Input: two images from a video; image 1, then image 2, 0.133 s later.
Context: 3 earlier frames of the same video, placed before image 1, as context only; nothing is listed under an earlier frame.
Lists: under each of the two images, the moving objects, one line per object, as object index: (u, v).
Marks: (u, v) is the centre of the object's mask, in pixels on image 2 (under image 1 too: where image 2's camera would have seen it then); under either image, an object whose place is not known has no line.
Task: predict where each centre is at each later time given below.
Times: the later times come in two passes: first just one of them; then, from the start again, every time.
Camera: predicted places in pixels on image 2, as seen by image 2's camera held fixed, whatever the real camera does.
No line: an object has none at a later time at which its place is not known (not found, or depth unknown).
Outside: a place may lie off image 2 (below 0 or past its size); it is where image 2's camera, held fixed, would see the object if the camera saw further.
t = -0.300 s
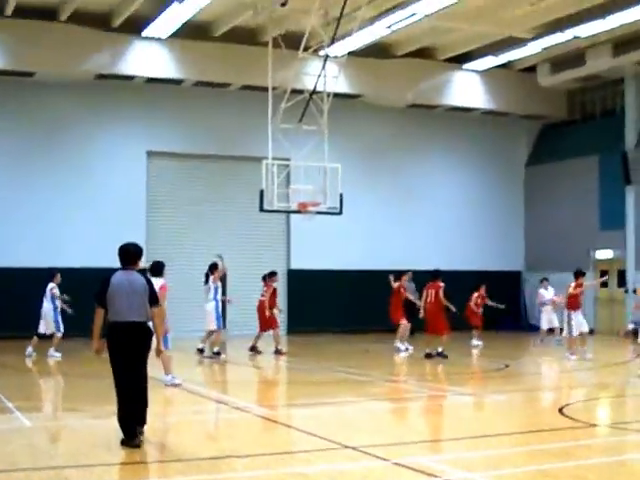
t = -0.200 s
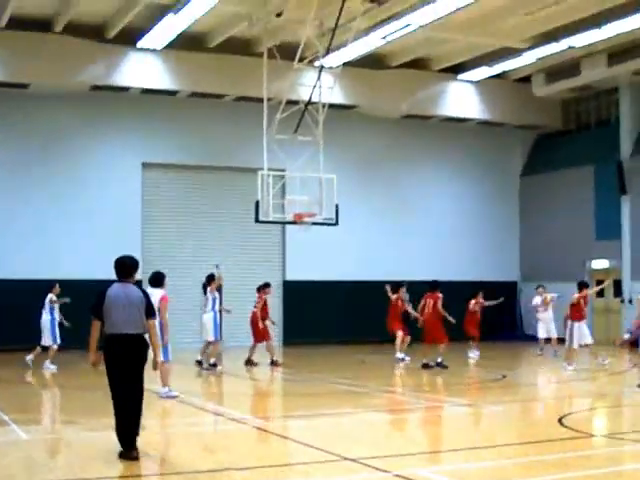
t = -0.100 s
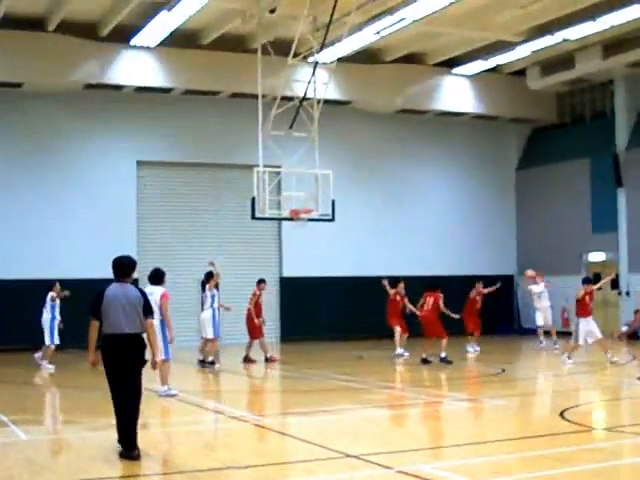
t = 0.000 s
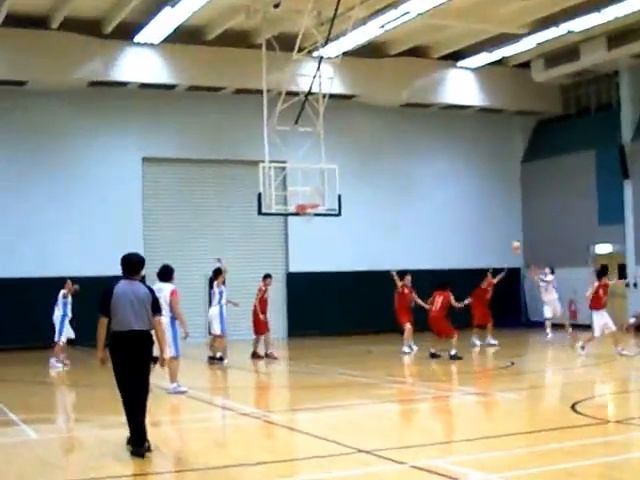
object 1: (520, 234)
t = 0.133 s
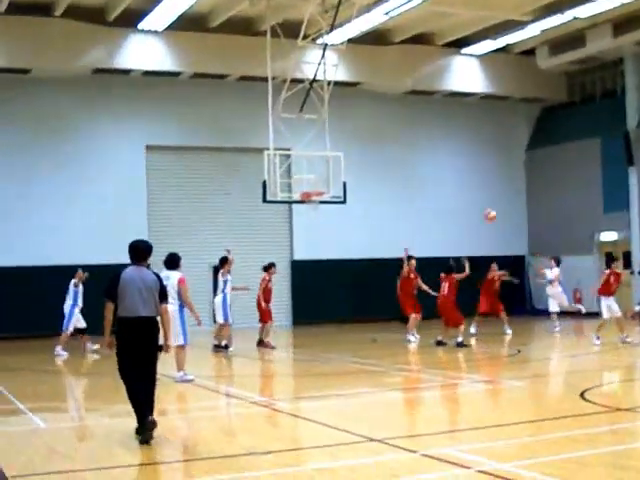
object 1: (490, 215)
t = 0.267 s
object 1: (458, 203)
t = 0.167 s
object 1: (482, 211)
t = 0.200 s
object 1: (474, 208)
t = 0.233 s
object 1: (467, 205)
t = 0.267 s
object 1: (458, 203)
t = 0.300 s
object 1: (450, 201)
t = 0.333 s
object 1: (442, 200)
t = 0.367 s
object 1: (434, 200)
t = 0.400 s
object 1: (426, 199)
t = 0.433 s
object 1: (416, 200)
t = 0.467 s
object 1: (407, 201)
